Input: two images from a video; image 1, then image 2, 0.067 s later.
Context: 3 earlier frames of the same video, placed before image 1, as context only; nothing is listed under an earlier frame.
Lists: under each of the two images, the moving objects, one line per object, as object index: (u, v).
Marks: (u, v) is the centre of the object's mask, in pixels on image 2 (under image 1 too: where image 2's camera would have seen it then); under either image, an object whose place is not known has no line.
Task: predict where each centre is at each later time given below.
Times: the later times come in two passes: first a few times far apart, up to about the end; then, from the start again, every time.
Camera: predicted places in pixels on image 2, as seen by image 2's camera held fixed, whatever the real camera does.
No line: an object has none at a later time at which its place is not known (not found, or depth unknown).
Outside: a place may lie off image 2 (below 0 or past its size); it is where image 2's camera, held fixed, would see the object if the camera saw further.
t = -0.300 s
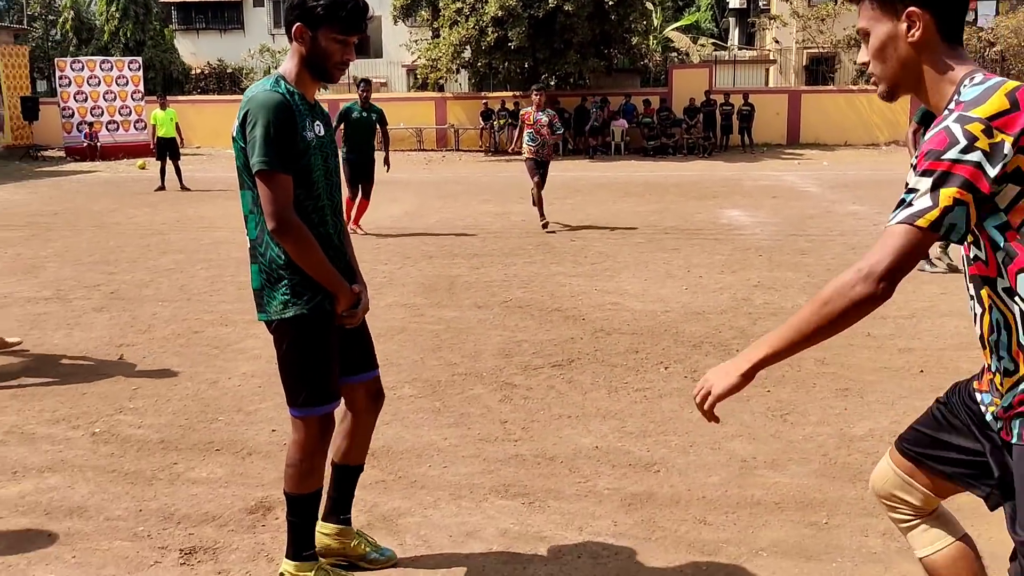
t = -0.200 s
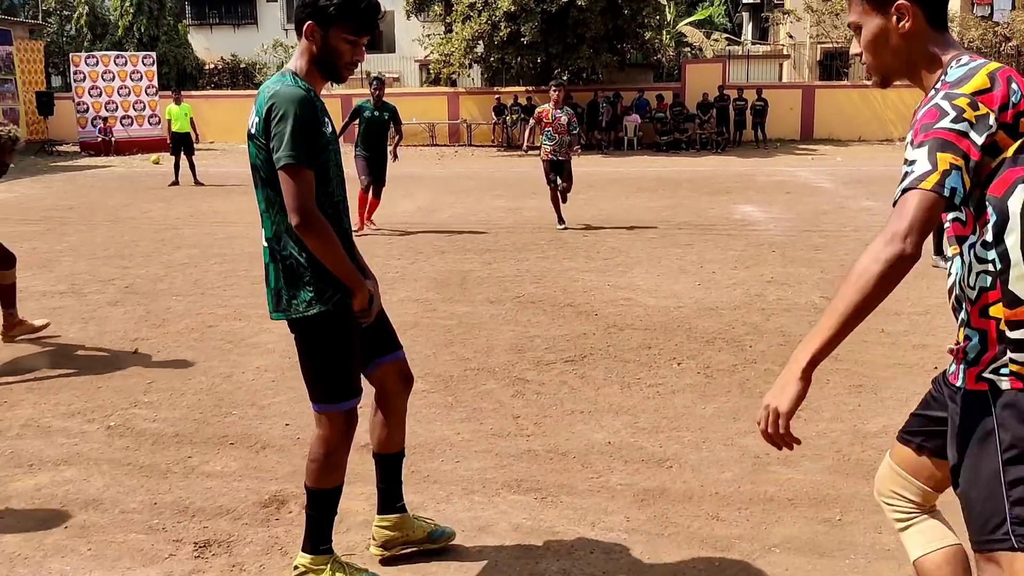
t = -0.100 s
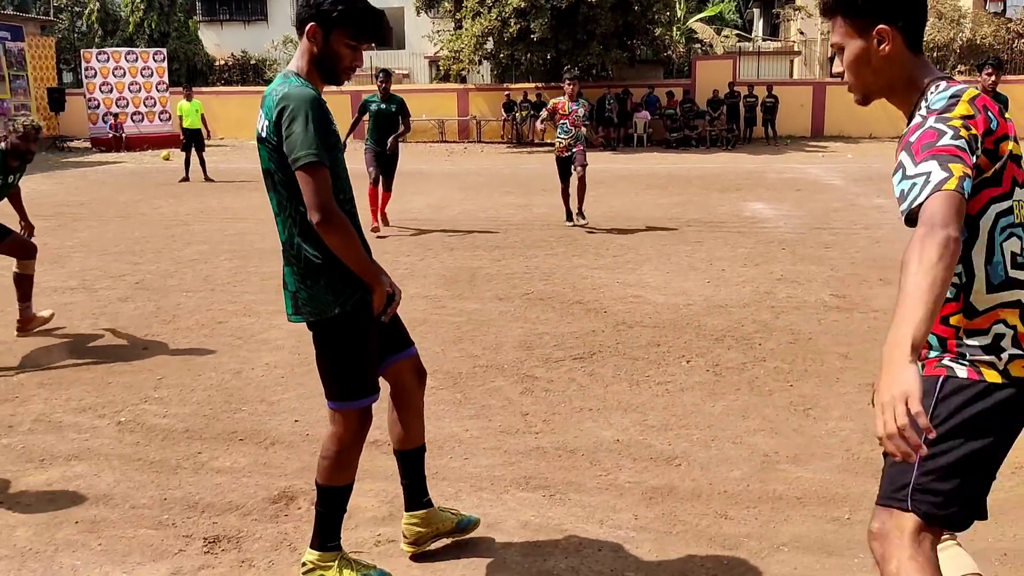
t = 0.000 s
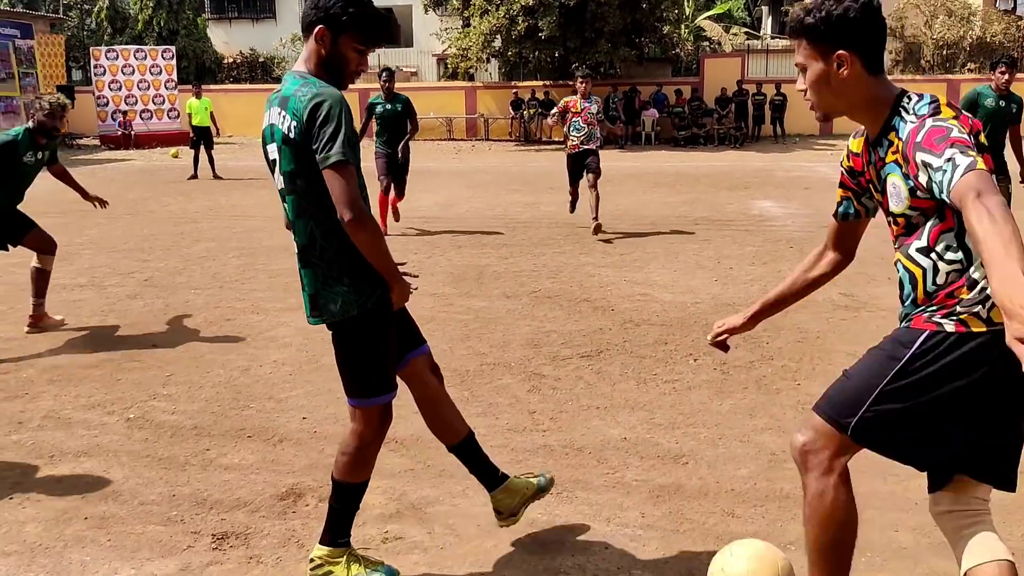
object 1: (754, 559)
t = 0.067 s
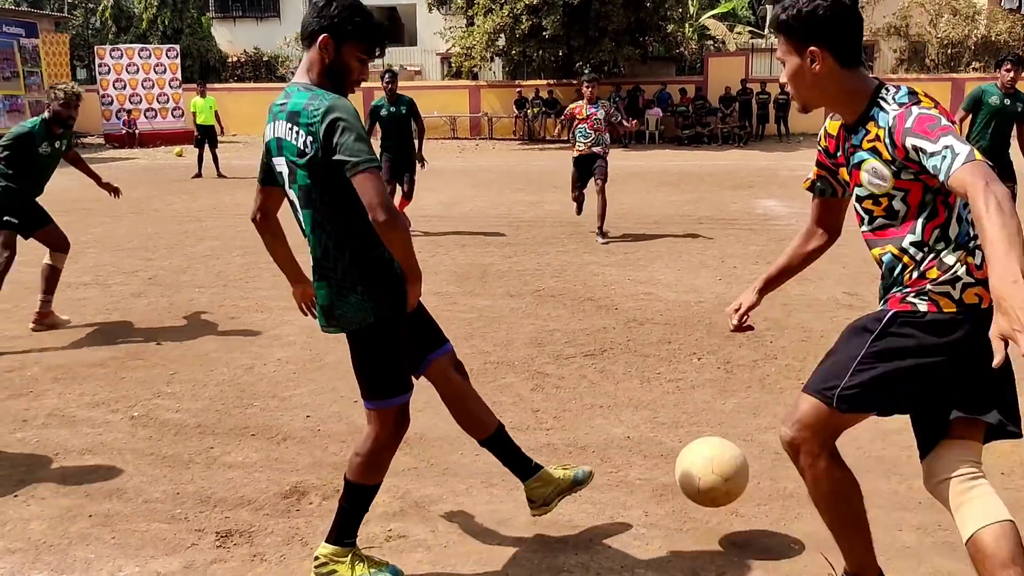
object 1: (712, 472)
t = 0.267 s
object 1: (640, 344)
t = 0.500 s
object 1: (611, 283)
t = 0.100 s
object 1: (695, 434)
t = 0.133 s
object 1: (681, 404)
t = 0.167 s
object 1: (668, 381)
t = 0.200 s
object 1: (657, 364)
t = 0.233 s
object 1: (648, 352)
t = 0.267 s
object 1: (640, 344)
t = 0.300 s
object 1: (633, 338)
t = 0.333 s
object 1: (626, 335)
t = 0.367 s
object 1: (621, 333)
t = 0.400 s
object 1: (618, 317)
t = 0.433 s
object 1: (615, 303)
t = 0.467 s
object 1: (613, 291)
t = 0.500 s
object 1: (611, 283)
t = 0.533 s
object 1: (608, 276)
